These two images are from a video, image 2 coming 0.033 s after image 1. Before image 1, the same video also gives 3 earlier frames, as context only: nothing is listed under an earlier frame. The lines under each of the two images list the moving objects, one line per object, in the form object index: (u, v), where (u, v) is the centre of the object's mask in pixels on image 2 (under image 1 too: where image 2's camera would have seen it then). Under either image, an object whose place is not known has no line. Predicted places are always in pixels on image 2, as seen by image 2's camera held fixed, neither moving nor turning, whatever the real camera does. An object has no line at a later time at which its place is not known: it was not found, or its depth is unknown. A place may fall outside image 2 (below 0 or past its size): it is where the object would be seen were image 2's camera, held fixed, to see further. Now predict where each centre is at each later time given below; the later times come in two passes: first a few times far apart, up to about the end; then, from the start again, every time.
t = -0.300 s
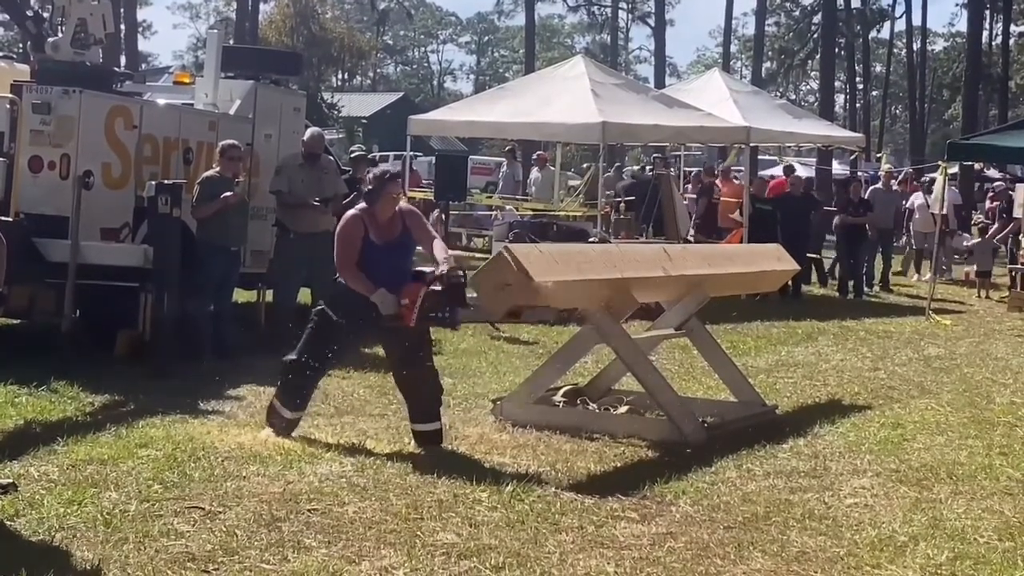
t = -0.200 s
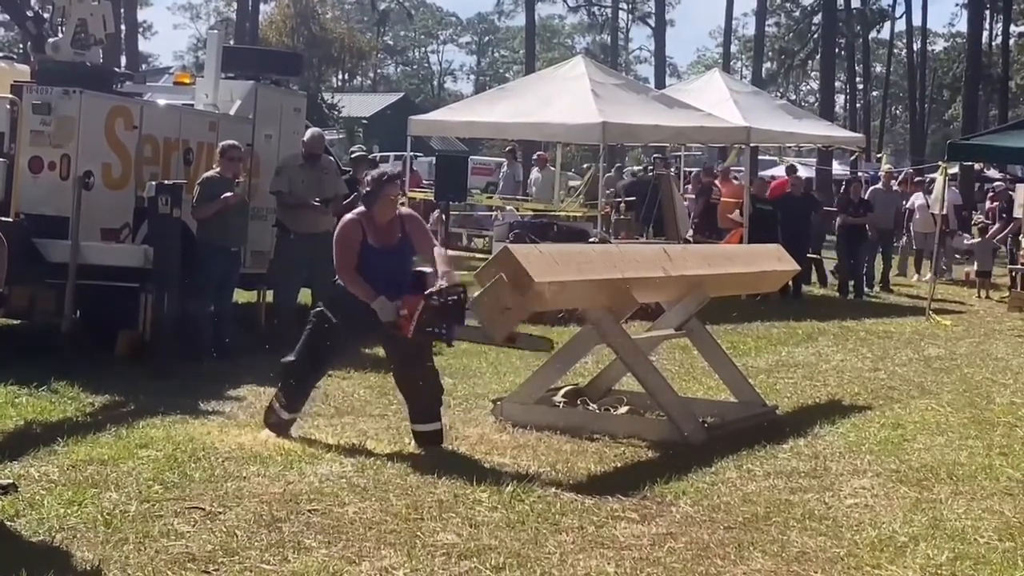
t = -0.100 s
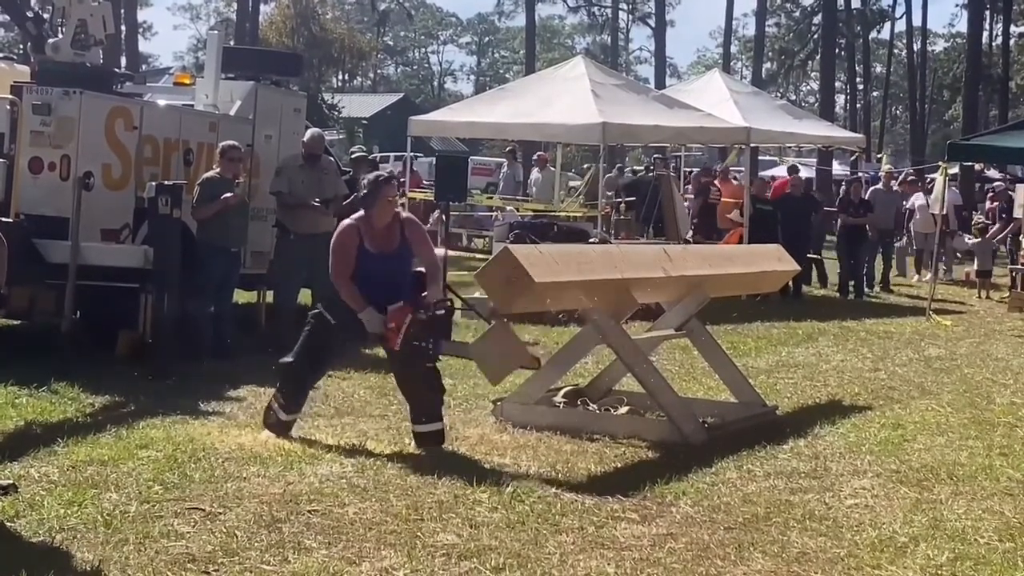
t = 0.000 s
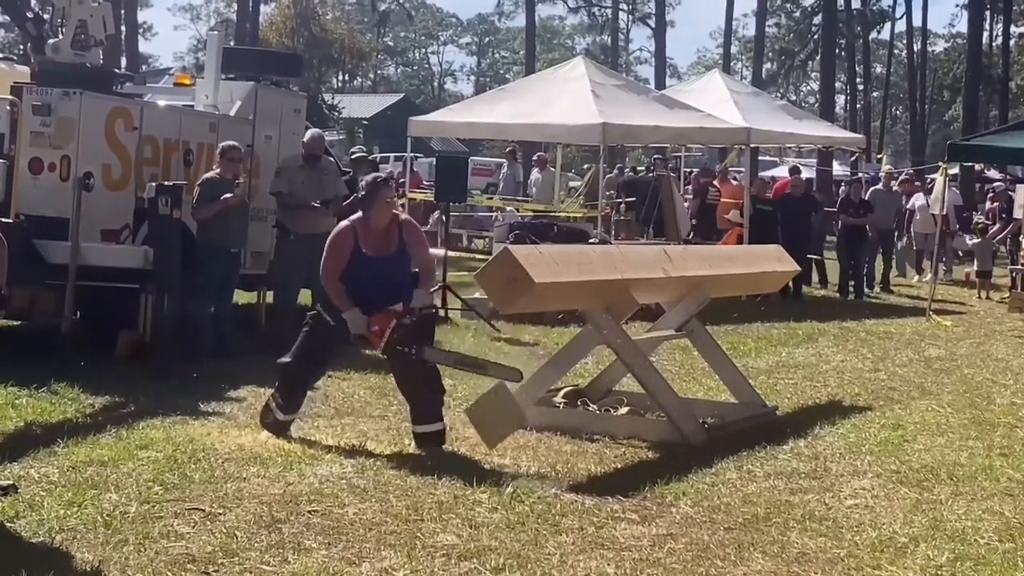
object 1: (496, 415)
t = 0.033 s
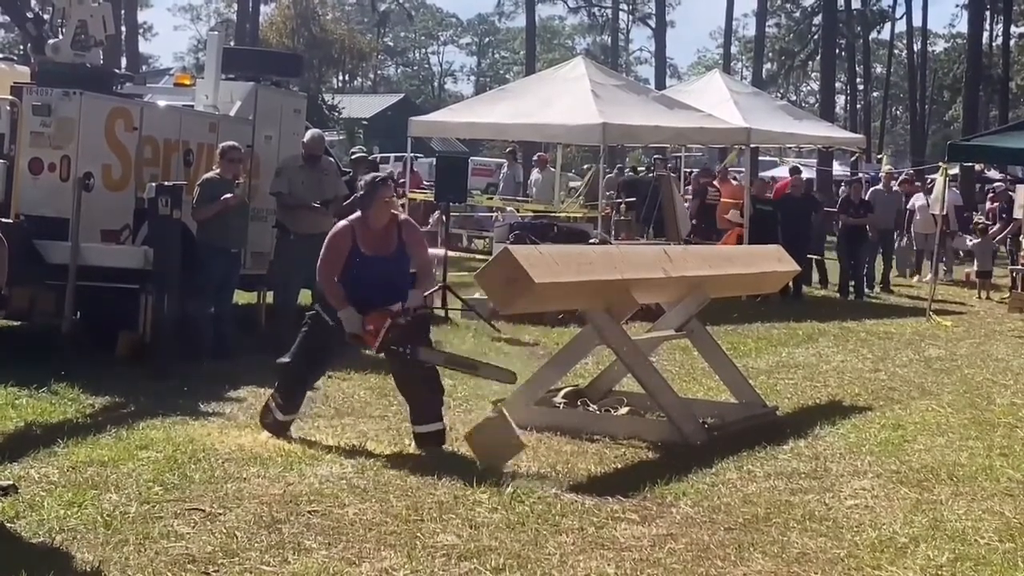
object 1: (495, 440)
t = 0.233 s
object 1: (519, 448)
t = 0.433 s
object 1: (523, 459)
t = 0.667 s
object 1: (522, 458)
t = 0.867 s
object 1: (522, 458)
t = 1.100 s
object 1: (522, 458)
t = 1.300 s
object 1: (522, 459)
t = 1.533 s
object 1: (522, 459)
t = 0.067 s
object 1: (498, 439)
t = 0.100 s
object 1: (501, 439)
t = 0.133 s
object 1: (505, 437)
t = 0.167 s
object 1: (510, 439)
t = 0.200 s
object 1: (515, 443)
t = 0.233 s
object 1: (519, 448)
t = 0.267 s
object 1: (523, 458)
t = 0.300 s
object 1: (526, 459)
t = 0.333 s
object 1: (526, 458)
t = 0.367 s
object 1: (525, 458)
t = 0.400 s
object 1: (524, 458)
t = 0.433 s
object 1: (523, 459)
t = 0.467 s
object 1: (523, 460)
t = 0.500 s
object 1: (523, 459)
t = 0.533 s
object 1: (523, 459)
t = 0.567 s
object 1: (522, 458)
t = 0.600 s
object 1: (523, 458)
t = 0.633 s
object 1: (522, 458)
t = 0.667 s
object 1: (522, 458)
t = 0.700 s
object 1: (522, 458)
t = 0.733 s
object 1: (522, 458)
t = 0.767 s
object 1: (522, 458)
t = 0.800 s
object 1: (522, 458)
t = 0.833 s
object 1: (522, 458)
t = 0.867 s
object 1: (522, 458)
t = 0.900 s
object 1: (522, 458)
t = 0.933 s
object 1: (522, 458)
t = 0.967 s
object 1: (522, 458)
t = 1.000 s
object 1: (522, 458)
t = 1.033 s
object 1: (522, 458)
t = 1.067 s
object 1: (522, 458)
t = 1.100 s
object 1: (522, 458)
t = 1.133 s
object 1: (522, 458)
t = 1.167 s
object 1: (522, 458)
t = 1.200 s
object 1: (522, 458)
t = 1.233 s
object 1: (522, 460)
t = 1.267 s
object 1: (522, 460)
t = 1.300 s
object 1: (522, 459)
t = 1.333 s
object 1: (522, 459)
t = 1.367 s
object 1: (522, 459)
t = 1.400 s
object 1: (523, 459)
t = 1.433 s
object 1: (522, 459)
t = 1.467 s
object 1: (522, 459)
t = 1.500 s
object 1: (522, 459)
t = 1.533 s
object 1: (522, 459)
